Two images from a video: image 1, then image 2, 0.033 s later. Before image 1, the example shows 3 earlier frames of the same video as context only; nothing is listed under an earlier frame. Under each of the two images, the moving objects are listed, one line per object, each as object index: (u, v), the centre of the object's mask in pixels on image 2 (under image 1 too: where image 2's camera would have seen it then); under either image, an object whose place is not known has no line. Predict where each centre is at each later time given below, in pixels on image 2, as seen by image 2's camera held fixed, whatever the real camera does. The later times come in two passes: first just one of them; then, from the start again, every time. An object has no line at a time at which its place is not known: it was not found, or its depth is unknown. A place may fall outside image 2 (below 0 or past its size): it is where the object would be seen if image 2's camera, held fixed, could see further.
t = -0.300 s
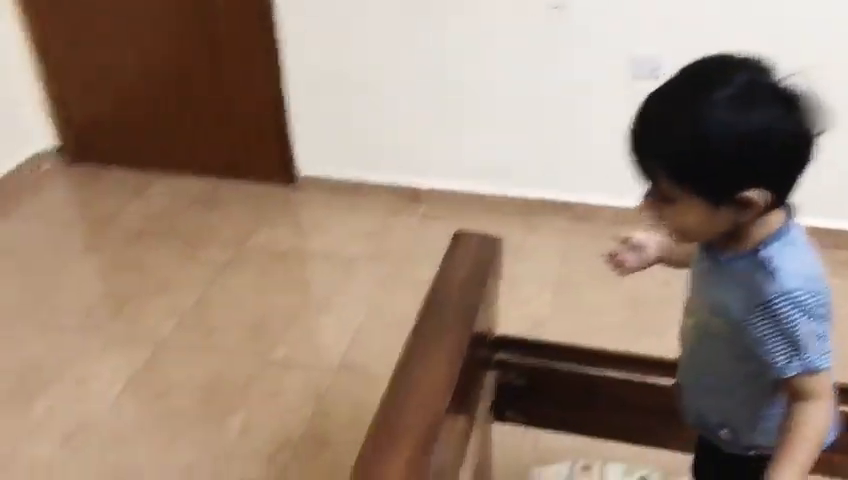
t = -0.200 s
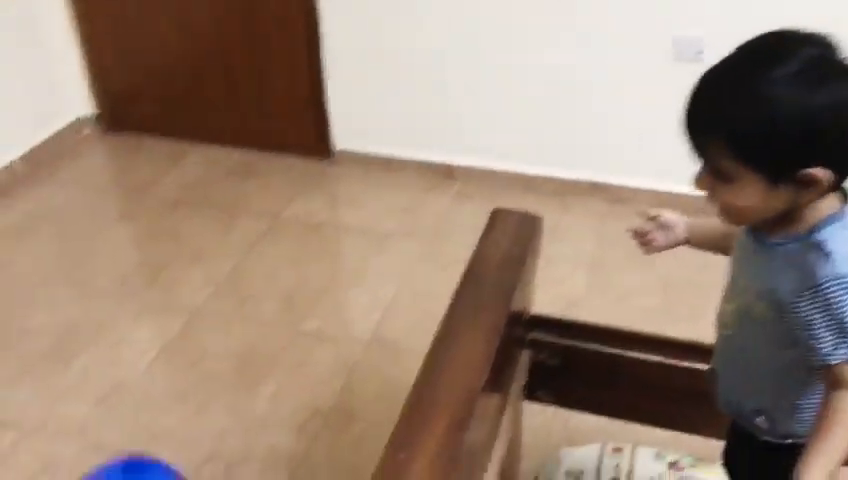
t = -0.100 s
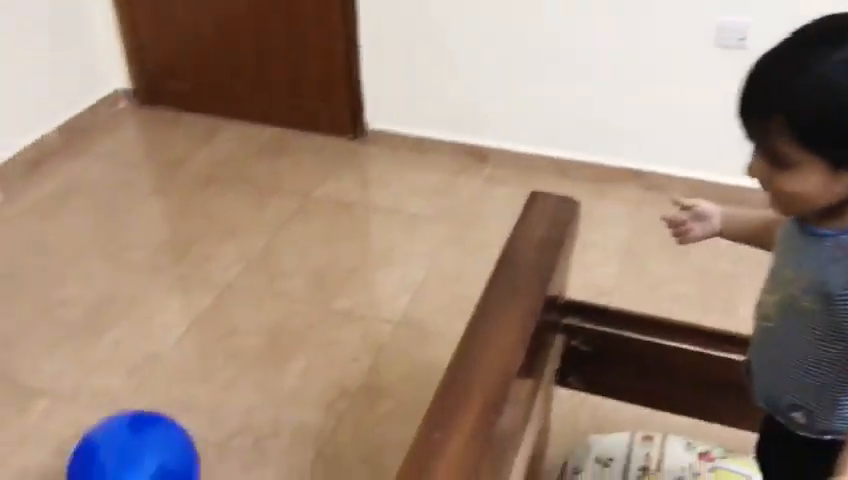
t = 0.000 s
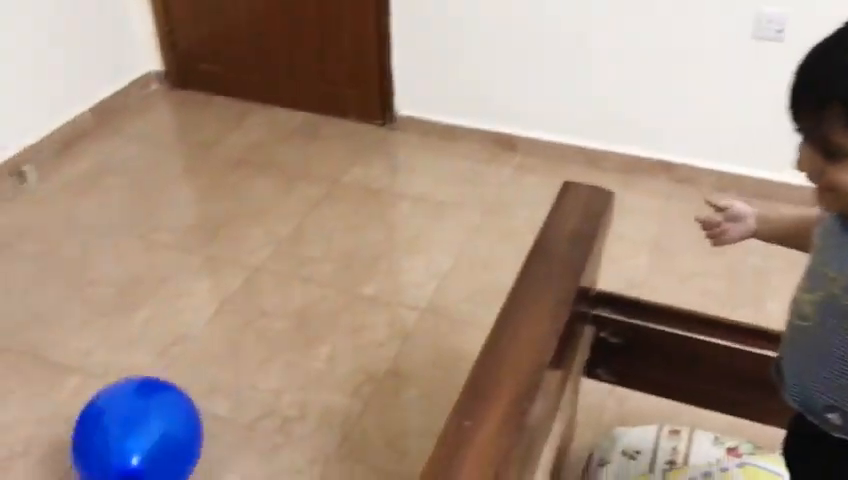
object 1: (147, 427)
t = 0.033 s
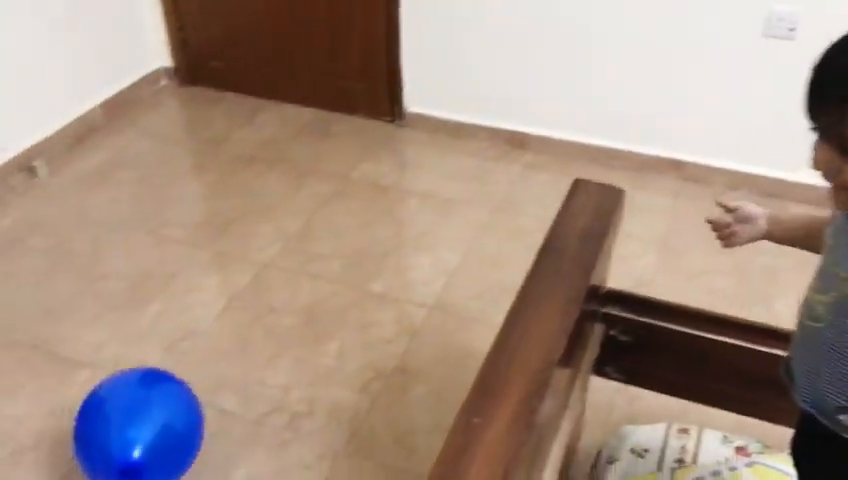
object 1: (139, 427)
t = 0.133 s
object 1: (115, 422)
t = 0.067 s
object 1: (131, 426)
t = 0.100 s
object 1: (123, 424)
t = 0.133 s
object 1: (115, 422)
